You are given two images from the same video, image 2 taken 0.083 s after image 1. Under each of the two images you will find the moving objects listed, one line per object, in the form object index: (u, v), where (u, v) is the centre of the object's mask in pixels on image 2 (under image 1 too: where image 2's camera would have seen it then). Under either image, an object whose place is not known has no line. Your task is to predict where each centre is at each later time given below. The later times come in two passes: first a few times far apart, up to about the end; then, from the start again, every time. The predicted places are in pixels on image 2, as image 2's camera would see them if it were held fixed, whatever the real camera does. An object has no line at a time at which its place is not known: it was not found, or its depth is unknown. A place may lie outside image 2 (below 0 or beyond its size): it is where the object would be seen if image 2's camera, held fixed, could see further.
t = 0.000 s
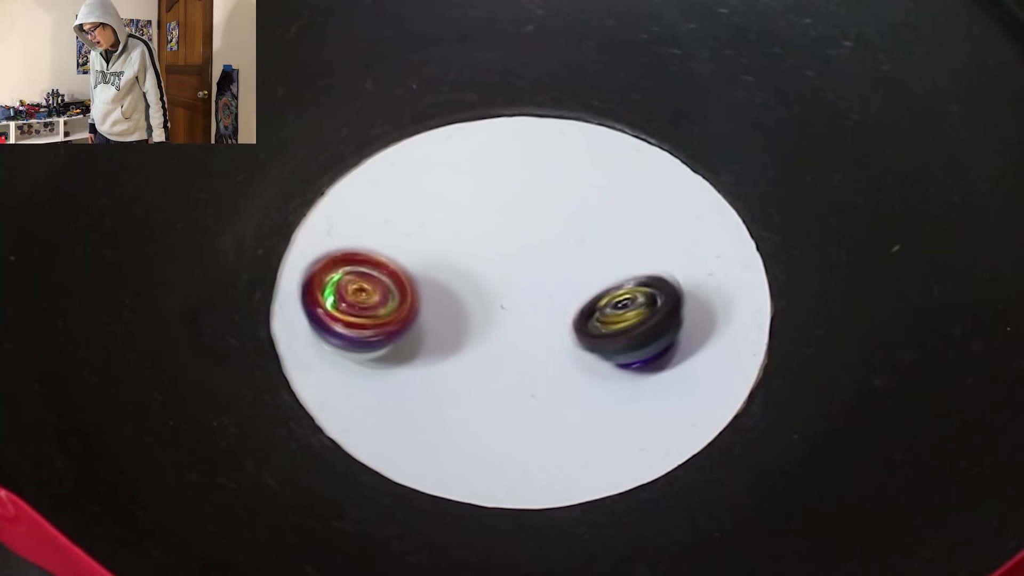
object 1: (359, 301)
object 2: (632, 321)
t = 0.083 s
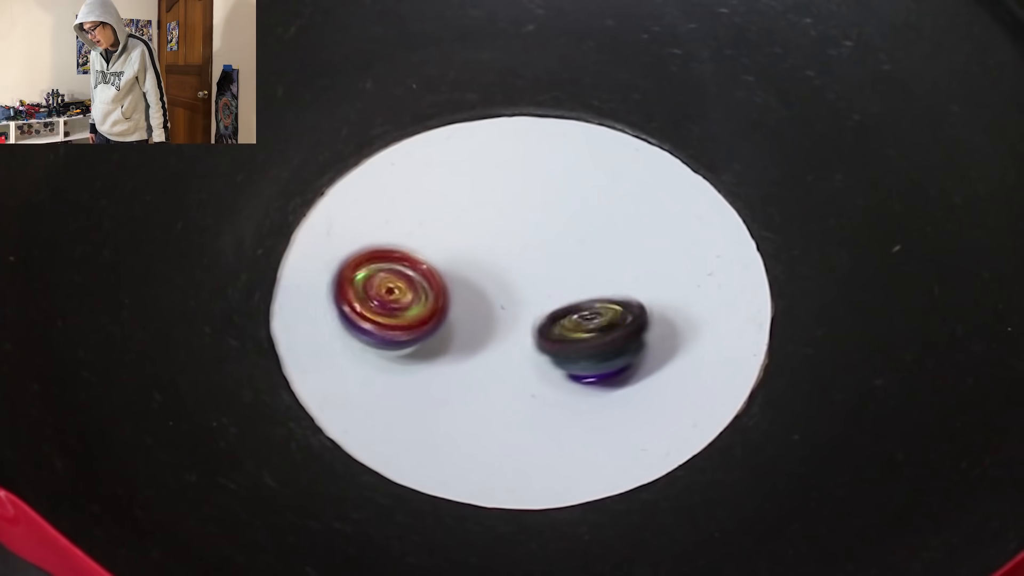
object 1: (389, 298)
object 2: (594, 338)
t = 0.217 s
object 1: (453, 243)
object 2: (534, 351)
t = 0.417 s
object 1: (460, 103)
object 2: (471, 318)
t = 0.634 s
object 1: (484, 141)
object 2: (468, 284)
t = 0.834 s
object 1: (567, 118)
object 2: (499, 358)
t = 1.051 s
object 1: (617, 219)
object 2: (500, 379)
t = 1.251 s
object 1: (685, 337)
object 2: (518, 350)
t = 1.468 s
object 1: (609, 378)
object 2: (576, 302)
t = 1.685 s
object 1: (410, 345)
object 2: (618, 278)
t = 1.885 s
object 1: (320, 277)
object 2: (601, 278)
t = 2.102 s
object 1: (452, 272)
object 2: (560, 249)
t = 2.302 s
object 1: (467, 260)
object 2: (616, 186)
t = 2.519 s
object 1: (500, 238)
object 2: (606, 192)
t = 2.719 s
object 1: (496, 237)
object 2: (591, 283)
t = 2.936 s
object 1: (486, 240)
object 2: (624, 354)
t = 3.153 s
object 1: (484, 244)
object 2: (610, 360)
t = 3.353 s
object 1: (482, 254)
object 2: (547, 377)
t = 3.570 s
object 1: (479, 261)
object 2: (546, 379)
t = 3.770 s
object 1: (480, 266)
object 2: (580, 372)
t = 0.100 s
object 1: (397, 295)
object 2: (584, 340)
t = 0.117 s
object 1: (407, 293)
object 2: (575, 341)
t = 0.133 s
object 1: (417, 289)
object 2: (565, 342)
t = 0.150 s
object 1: (427, 284)
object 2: (555, 342)
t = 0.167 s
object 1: (437, 280)
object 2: (546, 342)
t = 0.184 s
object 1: (445, 269)
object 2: (540, 344)
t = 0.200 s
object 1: (450, 258)
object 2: (537, 349)
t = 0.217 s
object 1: (453, 243)
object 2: (534, 351)
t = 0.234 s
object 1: (457, 231)
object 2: (528, 350)
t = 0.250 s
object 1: (459, 218)
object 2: (522, 350)
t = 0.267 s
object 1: (462, 205)
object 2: (515, 349)
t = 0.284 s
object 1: (464, 193)
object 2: (508, 347)
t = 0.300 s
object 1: (467, 180)
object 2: (501, 344)
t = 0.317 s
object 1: (467, 168)
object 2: (495, 342)
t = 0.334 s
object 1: (467, 153)
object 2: (490, 339)
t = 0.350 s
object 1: (467, 142)
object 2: (486, 337)
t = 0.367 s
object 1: (465, 131)
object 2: (482, 332)
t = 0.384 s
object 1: (464, 122)
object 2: (478, 328)
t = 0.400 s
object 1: (462, 112)
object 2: (475, 324)
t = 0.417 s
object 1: (460, 103)
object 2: (471, 318)
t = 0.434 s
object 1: (458, 98)
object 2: (468, 313)
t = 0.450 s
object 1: (457, 97)
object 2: (465, 308)
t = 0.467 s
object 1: (456, 100)
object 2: (464, 302)
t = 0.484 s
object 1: (456, 107)
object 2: (465, 297)
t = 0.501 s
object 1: (455, 113)
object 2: (465, 292)
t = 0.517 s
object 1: (455, 121)
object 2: (466, 287)
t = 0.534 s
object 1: (456, 126)
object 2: (467, 282)
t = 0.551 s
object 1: (457, 134)
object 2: (468, 277)
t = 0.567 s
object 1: (460, 140)
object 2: (469, 268)
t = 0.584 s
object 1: (462, 149)
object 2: (472, 264)
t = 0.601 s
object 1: (468, 154)
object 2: (474, 262)
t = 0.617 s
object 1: (478, 151)
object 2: (472, 275)
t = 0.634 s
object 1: (484, 141)
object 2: (468, 284)
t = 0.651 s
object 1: (494, 133)
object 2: (474, 293)
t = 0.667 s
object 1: (503, 125)
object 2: (476, 300)
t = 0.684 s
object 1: (512, 119)
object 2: (481, 313)
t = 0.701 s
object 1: (521, 111)
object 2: (479, 321)
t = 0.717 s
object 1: (528, 103)
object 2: (482, 329)
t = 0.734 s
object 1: (536, 98)
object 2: (485, 334)
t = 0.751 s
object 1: (544, 96)
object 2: (489, 339)
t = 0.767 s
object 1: (552, 98)
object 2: (490, 343)
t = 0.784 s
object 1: (556, 103)
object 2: (493, 348)
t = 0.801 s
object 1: (559, 107)
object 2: (495, 352)
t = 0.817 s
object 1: (564, 112)
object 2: (497, 355)
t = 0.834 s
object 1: (567, 118)
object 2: (499, 358)
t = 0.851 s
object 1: (572, 122)
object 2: (501, 362)
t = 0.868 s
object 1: (575, 131)
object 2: (501, 365)
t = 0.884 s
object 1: (577, 136)
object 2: (500, 368)
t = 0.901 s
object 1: (583, 145)
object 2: (501, 372)
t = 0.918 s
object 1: (584, 152)
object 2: (501, 374)
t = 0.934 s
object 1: (589, 158)
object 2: (501, 376)
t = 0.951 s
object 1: (592, 169)
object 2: (501, 377)
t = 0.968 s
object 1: (595, 175)
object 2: (501, 378)
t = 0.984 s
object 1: (599, 186)
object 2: (501, 379)
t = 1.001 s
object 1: (602, 194)
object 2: (500, 379)
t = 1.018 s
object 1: (609, 202)
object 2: (500, 380)
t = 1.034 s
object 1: (613, 212)
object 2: (500, 380)
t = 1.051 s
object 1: (617, 219)
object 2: (500, 379)
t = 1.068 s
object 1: (623, 230)
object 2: (501, 378)
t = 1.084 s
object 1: (628, 241)
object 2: (501, 377)
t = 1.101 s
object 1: (635, 249)
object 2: (502, 376)
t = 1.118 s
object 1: (641, 260)
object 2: (502, 374)
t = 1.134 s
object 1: (647, 268)
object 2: (502, 371)
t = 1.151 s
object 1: (653, 278)
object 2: (504, 369)
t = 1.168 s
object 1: (658, 288)
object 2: (506, 366)
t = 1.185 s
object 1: (666, 297)
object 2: (508, 363)
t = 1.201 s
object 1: (671, 309)
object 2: (510, 360)
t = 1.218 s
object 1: (676, 316)
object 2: (512, 357)
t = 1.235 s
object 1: (681, 327)
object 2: (515, 353)
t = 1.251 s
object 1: (685, 337)
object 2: (518, 350)
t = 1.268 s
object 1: (690, 346)
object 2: (522, 346)
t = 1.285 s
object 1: (693, 356)
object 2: (526, 343)
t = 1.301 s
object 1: (697, 365)
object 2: (530, 340)
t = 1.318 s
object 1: (697, 374)
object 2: (534, 337)
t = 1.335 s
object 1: (698, 384)
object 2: (538, 333)
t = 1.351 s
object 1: (694, 394)
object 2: (543, 329)
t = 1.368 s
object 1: (682, 398)
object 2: (549, 326)
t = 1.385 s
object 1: (670, 392)
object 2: (554, 323)
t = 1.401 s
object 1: (659, 392)
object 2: (560, 321)
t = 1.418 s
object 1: (647, 390)
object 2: (564, 318)
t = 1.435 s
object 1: (634, 385)
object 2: (567, 312)
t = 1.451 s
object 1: (621, 383)
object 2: (571, 306)
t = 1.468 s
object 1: (609, 378)
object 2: (576, 302)
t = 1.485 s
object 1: (596, 373)
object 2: (582, 297)
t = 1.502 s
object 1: (582, 374)
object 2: (586, 293)
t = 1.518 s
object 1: (567, 374)
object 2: (593, 292)
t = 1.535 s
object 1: (553, 372)
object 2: (597, 289)
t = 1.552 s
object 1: (538, 369)
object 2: (601, 286)
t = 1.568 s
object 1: (523, 367)
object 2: (605, 280)
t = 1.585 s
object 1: (507, 365)
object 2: (610, 278)
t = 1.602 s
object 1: (491, 363)
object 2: (614, 276)
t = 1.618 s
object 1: (477, 360)
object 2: (617, 275)
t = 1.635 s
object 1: (458, 356)
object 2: (619, 277)
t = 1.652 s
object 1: (442, 354)
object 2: (620, 278)
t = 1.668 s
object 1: (426, 350)
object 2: (619, 279)
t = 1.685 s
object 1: (410, 345)
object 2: (618, 278)
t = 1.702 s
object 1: (393, 340)
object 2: (617, 278)
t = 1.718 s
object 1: (380, 337)
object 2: (616, 277)
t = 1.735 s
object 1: (367, 333)
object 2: (616, 276)
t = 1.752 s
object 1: (353, 326)
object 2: (616, 276)
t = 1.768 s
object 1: (342, 324)
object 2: (615, 276)
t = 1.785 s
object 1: (333, 318)
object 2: (615, 277)
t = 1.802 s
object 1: (322, 311)
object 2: (614, 278)
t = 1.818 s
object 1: (315, 305)
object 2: (612, 278)
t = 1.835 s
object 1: (306, 305)
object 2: (610, 278)
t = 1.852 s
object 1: (311, 299)
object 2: (608, 278)
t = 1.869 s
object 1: (313, 286)
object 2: (605, 278)
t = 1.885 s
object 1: (320, 277)
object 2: (601, 278)
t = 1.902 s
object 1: (328, 277)
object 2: (595, 276)
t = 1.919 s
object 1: (332, 274)
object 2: (590, 275)
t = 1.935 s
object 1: (343, 277)
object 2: (587, 273)
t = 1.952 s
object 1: (350, 284)
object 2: (584, 272)
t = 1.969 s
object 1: (361, 282)
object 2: (581, 270)
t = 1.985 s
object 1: (372, 277)
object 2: (579, 268)
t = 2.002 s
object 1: (378, 273)
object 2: (577, 267)
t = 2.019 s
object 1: (394, 273)
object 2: (574, 265)
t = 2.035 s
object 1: (402, 277)
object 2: (570, 261)
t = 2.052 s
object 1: (417, 277)
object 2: (569, 259)
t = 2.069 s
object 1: (430, 275)
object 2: (565, 256)
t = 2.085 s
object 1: (436, 272)
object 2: (562, 252)
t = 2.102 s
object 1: (452, 272)
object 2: (560, 249)
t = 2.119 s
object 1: (460, 275)
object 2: (563, 247)
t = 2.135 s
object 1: (462, 270)
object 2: (569, 243)
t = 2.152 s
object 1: (463, 269)
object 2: (577, 232)
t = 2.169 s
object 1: (465, 271)
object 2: (582, 227)
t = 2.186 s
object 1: (465, 272)
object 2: (589, 220)
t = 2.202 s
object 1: (466, 272)
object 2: (596, 213)
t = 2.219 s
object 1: (464, 269)
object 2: (602, 210)
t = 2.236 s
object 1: (465, 267)
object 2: (605, 204)
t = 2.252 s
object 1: (466, 266)
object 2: (608, 197)
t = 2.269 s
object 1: (463, 264)
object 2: (610, 191)
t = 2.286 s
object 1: (465, 259)
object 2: (614, 188)
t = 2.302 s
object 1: (467, 260)
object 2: (616, 186)
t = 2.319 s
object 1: (465, 256)
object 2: (619, 185)
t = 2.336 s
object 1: (471, 254)
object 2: (621, 185)
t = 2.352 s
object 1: (473, 254)
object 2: (622, 185)
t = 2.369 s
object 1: (470, 251)
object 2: (621, 186)
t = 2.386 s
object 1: (476, 247)
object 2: (620, 186)
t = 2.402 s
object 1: (479, 249)
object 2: (618, 187)
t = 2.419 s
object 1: (477, 245)
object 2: (615, 187)
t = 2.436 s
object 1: (483, 242)
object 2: (612, 185)
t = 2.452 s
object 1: (487, 243)
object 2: (611, 187)
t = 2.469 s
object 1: (486, 241)
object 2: (610, 188)
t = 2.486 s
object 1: (493, 239)
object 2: (609, 189)
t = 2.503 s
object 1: (498, 239)
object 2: (607, 189)
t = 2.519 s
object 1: (500, 238)
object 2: (606, 192)
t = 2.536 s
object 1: (503, 237)
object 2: (605, 194)
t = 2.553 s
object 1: (508, 238)
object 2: (604, 198)
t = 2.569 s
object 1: (508, 238)
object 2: (603, 202)
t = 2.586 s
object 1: (507, 238)
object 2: (602, 206)
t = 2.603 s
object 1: (507, 238)
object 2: (602, 212)
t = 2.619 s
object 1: (506, 239)
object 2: (600, 222)
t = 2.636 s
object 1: (503, 240)
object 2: (597, 232)
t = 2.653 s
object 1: (500, 239)
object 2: (595, 242)
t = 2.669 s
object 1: (498, 238)
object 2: (592, 253)
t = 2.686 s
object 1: (498, 238)
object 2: (590, 265)
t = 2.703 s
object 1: (498, 237)
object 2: (588, 274)
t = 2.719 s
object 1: (496, 237)
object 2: (591, 283)
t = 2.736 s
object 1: (493, 236)
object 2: (595, 291)
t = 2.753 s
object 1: (491, 237)
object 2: (598, 298)
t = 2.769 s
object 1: (489, 237)
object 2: (601, 305)
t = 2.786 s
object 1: (488, 237)
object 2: (603, 311)
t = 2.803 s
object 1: (487, 237)
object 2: (604, 320)
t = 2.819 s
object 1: (486, 237)
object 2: (605, 327)
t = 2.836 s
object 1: (486, 236)
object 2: (608, 333)
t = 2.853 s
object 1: (486, 236)
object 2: (610, 338)
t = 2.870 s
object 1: (486, 237)
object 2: (613, 342)
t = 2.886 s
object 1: (486, 237)
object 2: (616, 346)
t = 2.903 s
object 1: (485, 239)
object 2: (619, 350)
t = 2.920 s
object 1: (485, 238)
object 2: (621, 352)
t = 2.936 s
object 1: (486, 240)
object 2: (624, 354)
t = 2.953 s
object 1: (485, 240)
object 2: (627, 356)
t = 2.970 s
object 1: (486, 241)
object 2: (630, 357)
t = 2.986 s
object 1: (486, 242)
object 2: (632, 357)
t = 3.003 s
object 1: (486, 243)
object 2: (633, 358)
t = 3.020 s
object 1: (485, 243)
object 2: (632, 358)
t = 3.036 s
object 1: (484, 244)
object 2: (631, 358)
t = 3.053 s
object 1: (482, 243)
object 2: (628, 358)
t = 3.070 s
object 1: (482, 243)
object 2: (625, 358)
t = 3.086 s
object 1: (481, 243)
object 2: (622, 358)
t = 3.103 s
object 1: (482, 243)
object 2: (619, 359)
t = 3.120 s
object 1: (482, 243)
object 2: (617, 359)
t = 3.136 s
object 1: (484, 243)
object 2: (614, 360)
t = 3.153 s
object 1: (484, 244)
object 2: (610, 360)
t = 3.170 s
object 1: (484, 245)
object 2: (605, 360)
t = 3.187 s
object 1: (484, 247)
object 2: (600, 361)
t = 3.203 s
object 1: (484, 248)
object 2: (594, 361)
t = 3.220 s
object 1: (483, 249)
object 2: (588, 362)
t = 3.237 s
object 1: (482, 250)
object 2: (582, 363)
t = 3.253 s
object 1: (482, 250)
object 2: (576, 364)
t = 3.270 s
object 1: (482, 251)
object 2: (570, 366)
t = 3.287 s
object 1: (481, 252)
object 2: (564, 368)
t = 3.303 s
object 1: (482, 252)
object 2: (559, 370)
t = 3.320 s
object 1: (482, 253)
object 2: (554, 372)
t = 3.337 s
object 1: (482, 253)
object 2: (550, 375)
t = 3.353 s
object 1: (482, 254)
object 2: (547, 377)
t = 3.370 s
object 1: (481, 255)
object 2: (545, 379)
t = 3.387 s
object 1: (482, 255)
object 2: (543, 380)
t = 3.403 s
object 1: (481, 256)
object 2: (542, 381)
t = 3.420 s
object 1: (481, 257)
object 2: (541, 382)
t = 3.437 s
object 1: (480, 257)
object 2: (540, 383)
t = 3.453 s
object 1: (481, 258)
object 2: (540, 384)
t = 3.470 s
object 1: (479, 258)
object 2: (539, 384)
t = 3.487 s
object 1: (480, 259)
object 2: (540, 384)
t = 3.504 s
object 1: (479, 259)
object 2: (540, 383)
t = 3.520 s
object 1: (480, 259)
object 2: (541, 382)
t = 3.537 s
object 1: (479, 260)
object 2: (542, 381)
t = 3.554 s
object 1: (480, 260)
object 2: (544, 380)
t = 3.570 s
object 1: (479, 261)
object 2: (546, 379)
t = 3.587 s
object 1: (479, 261)
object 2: (548, 377)
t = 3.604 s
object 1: (479, 261)
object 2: (552, 376)
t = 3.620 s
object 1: (479, 261)
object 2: (555, 374)
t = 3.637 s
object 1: (480, 262)
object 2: (559, 373)
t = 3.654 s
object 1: (480, 262)
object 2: (564, 372)
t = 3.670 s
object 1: (480, 263)
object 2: (568, 371)
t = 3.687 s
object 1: (480, 263)
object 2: (571, 371)
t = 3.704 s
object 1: (481, 264)
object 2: (574, 371)
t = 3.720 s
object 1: (481, 264)
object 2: (576, 371)
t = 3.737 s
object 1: (481, 265)
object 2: (578, 372)
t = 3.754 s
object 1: (481, 265)
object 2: (580, 372)
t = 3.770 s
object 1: (480, 266)
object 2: (580, 372)
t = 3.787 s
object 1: (480, 265)
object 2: (580, 372)
